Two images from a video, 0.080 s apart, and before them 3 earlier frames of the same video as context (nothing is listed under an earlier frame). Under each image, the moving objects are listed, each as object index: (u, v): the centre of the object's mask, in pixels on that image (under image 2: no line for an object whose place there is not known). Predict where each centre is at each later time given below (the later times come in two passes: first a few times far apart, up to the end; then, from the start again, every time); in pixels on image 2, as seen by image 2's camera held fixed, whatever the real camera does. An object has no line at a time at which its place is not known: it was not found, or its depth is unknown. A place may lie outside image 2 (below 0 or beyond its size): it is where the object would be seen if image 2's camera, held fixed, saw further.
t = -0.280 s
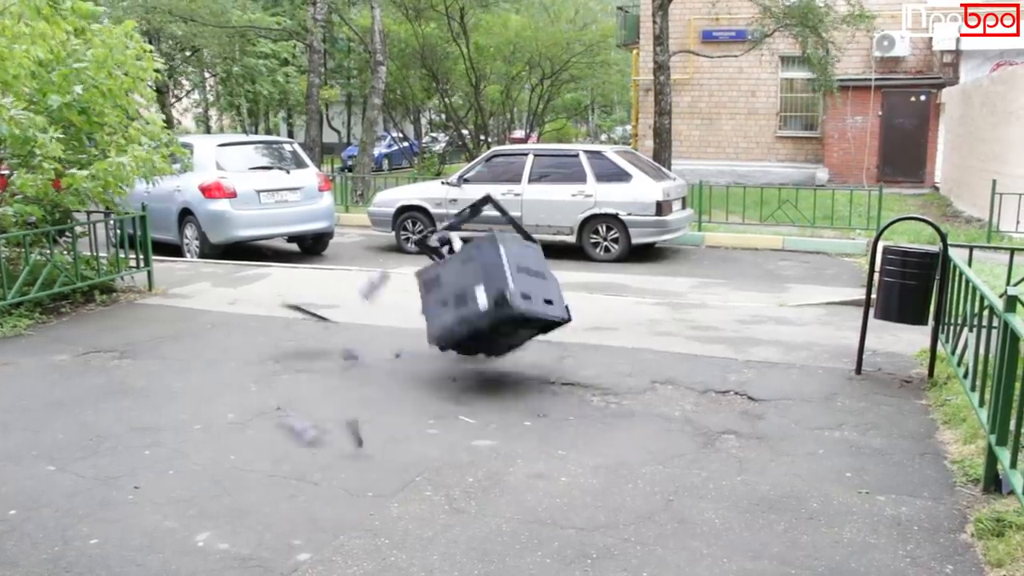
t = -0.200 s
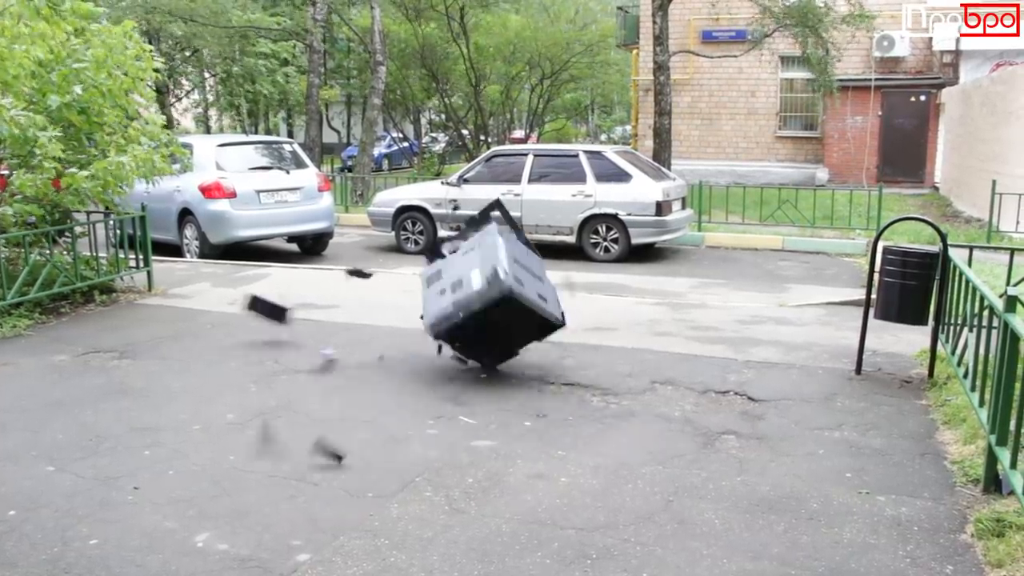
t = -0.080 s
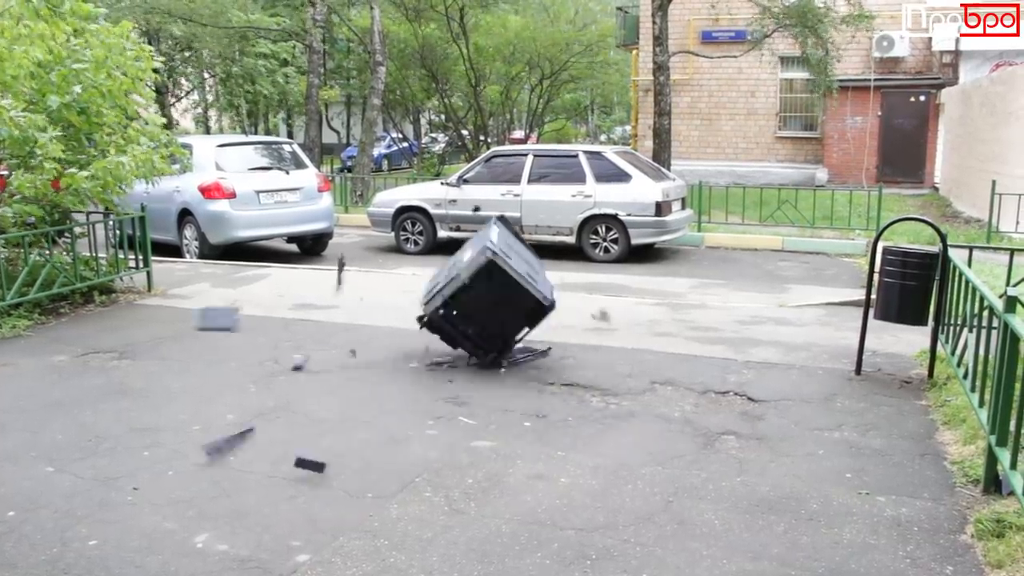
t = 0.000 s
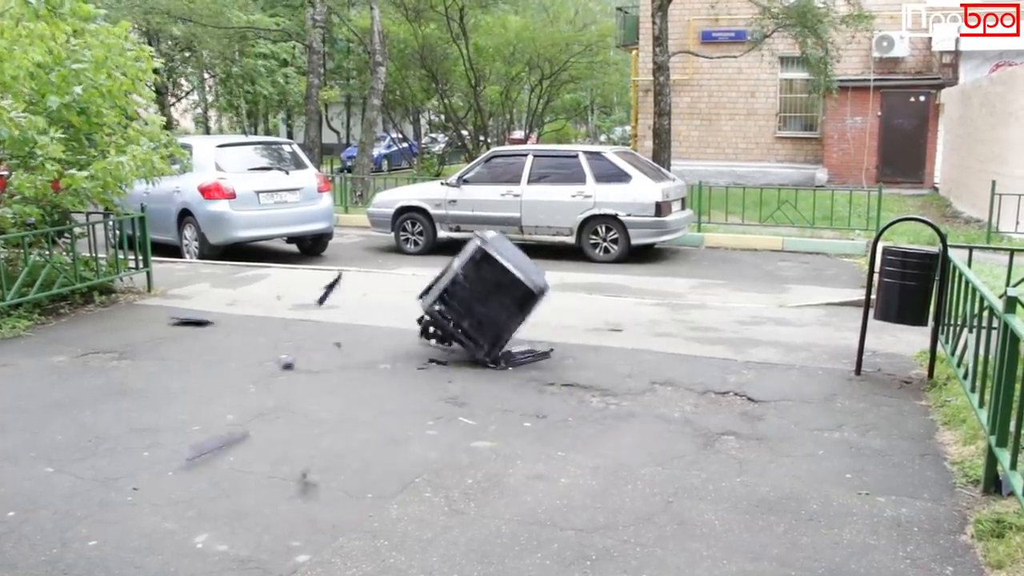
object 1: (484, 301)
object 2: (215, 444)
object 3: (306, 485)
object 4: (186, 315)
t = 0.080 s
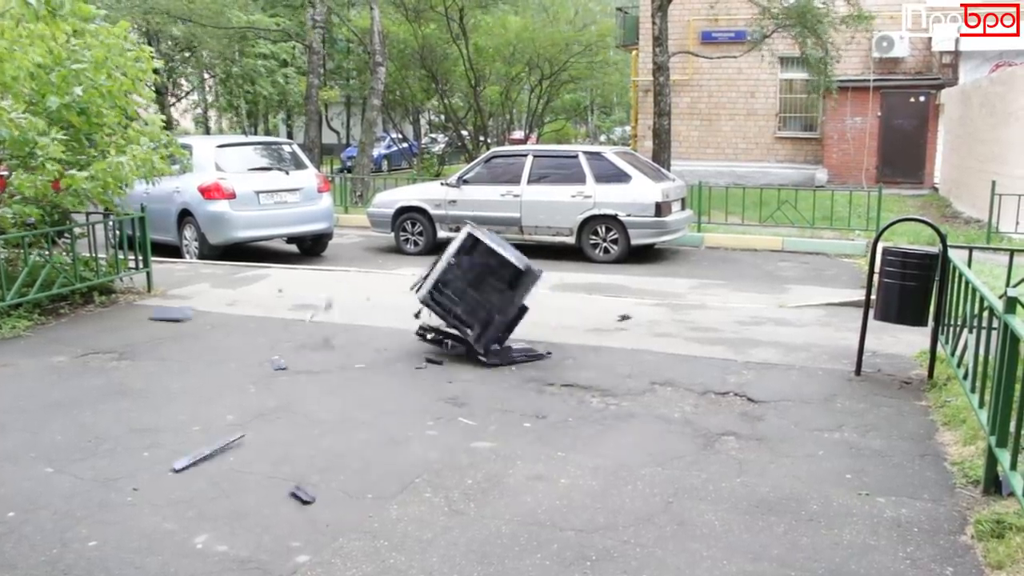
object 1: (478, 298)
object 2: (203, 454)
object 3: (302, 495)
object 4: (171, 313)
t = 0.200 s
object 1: (472, 296)
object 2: (203, 455)
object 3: (300, 502)
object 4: (138, 309)
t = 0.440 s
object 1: (459, 285)
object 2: (202, 458)
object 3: (297, 509)
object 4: (112, 305)
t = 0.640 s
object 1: (452, 277)
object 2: (204, 459)
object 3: (297, 509)
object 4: (109, 305)
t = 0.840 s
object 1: (434, 277)
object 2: (204, 459)
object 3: (297, 509)
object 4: (109, 306)
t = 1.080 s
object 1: (414, 277)
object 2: (203, 459)
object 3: (297, 509)
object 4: (109, 305)
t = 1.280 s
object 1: (404, 289)
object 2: (203, 459)
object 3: (297, 509)
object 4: (109, 305)
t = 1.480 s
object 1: (399, 289)
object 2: (204, 459)
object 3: (296, 509)
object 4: (108, 306)
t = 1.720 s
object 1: (387, 290)
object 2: (204, 459)
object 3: (297, 509)
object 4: (108, 305)
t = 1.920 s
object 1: (380, 300)
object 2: (203, 459)
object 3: (297, 509)
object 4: (108, 305)
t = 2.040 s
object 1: (374, 300)
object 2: (203, 459)
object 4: (108, 305)
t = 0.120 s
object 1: (477, 297)
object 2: (203, 453)
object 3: (301, 497)
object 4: (159, 312)
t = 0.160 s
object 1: (475, 296)
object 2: (203, 455)
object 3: (301, 501)
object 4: (150, 310)
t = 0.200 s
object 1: (472, 296)
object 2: (203, 455)
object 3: (300, 502)
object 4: (138, 309)
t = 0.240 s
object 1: (471, 295)
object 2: (203, 456)
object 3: (299, 504)
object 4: (131, 307)
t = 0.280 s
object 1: (467, 292)
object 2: (203, 456)
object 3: (297, 506)
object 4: (125, 307)
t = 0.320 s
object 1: (465, 289)
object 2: (204, 456)
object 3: (297, 507)
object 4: (122, 306)
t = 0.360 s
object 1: (463, 288)
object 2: (203, 456)
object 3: (297, 508)
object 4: (115, 305)
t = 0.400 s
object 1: (461, 286)
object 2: (203, 456)
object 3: (297, 509)
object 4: (113, 305)
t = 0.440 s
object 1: (459, 285)
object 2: (202, 458)
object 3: (297, 509)
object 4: (112, 305)
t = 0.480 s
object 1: (460, 282)
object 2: (203, 458)
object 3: (297, 509)
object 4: (110, 305)
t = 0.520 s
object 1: (460, 281)
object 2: (204, 459)
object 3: (297, 509)
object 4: (110, 305)
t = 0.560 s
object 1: (458, 280)
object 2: (204, 459)
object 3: (297, 509)
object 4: (109, 305)
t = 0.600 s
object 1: (455, 278)
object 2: (204, 459)
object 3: (297, 509)
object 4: (109, 305)
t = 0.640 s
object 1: (452, 277)
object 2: (204, 459)
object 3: (297, 509)
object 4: (109, 305)
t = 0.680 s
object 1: (449, 276)
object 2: (204, 459)
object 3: (297, 509)
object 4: (109, 305)
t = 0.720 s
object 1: (446, 277)
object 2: (204, 459)
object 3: (297, 509)
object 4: (109, 306)
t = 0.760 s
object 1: (443, 277)
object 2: (204, 459)
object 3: (297, 509)
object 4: (109, 306)
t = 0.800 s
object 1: (439, 277)
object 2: (204, 459)
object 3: (297, 509)
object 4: (109, 306)
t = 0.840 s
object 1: (434, 277)
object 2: (204, 459)
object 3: (297, 509)
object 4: (109, 306)
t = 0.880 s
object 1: (430, 277)
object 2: (204, 459)
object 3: (296, 509)
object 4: (109, 305)
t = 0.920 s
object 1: (426, 277)
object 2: (204, 459)
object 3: (297, 509)
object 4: (109, 305)
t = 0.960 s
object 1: (422, 278)
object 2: (204, 459)
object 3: (297, 509)
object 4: (109, 305)
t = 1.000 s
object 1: (419, 278)
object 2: (204, 459)
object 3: (297, 509)
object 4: (109, 305)
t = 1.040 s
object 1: (416, 276)
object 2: (203, 459)
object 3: (297, 509)
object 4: (109, 305)
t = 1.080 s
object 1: (414, 277)
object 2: (203, 459)
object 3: (297, 509)
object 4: (109, 305)
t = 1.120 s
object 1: (412, 278)
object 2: (203, 459)
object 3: (297, 509)
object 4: (109, 305)
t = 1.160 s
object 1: (410, 281)
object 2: (203, 459)
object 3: (297, 509)
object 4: (109, 305)
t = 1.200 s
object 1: (408, 283)
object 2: (203, 459)
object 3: (296, 509)
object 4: (109, 305)
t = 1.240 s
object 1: (407, 286)
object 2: (203, 459)
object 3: (297, 509)
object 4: (109, 305)
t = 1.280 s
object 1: (404, 289)
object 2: (203, 459)
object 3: (297, 509)
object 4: (109, 305)
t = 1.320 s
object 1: (403, 289)
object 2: (203, 459)
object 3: (297, 509)
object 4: (108, 305)
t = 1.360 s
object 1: (402, 289)
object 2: (203, 459)
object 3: (297, 509)
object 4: (109, 305)
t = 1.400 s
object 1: (401, 288)
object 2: (203, 459)
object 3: (296, 509)
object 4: (109, 305)
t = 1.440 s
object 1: (400, 288)
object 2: (204, 459)
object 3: (296, 509)
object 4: (108, 306)
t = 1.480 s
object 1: (399, 289)
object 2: (204, 459)
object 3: (296, 509)
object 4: (108, 306)
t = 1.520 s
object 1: (397, 289)
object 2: (204, 459)
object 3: (296, 509)
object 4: (108, 306)
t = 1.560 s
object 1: (396, 290)
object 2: (204, 459)
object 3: (296, 509)
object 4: (108, 306)
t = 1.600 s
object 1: (393, 289)
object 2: (204, 459)
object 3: (296, 509)
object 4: (108, 306)
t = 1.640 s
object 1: (391, 290)
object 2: (204, 459)
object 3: (296, 509)
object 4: (108, 306)
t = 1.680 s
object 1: (390, 291)
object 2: (203, 459)
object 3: (296, 509)
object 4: (108, 305)
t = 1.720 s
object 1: (387, 290)
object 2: (204, 459)
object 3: (297, 509)
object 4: (108, 305)
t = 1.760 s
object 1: (387, 293)
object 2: (204, 459)
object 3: (297, 509)
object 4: (109, 305)
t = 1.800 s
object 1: (386, 294)
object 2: (204, 459)
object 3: (297, 509)
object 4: (109, 305)
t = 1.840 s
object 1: (385, 297)
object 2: (204, 459)
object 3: (297, 509)
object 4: (108, 305)
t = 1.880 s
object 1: (382, 298)
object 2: (203, 459)
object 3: (297, 509)
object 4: (108, 305)
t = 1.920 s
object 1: (380, 300)
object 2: (203, 459)
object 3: (297, 509)
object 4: (108, 305)
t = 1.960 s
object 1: (378, 299)
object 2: (203, 459)
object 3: (297, 509)
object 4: (108, 305)
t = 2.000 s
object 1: (376, 300)
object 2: (203, 459)
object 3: (297, 509)
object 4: (108, 305)
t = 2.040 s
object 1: (374, 300)
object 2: (203, 459)
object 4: (108, 305)
